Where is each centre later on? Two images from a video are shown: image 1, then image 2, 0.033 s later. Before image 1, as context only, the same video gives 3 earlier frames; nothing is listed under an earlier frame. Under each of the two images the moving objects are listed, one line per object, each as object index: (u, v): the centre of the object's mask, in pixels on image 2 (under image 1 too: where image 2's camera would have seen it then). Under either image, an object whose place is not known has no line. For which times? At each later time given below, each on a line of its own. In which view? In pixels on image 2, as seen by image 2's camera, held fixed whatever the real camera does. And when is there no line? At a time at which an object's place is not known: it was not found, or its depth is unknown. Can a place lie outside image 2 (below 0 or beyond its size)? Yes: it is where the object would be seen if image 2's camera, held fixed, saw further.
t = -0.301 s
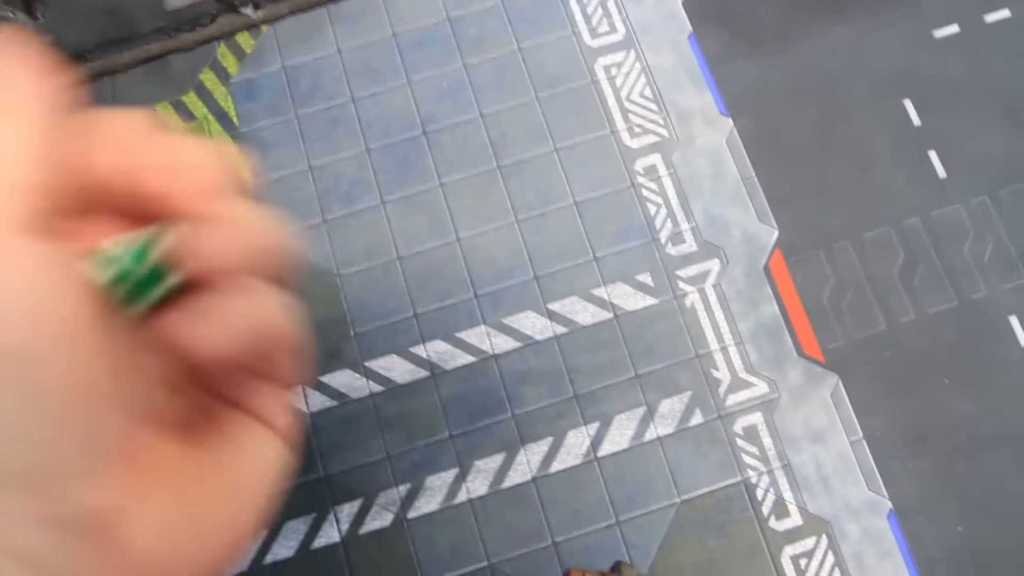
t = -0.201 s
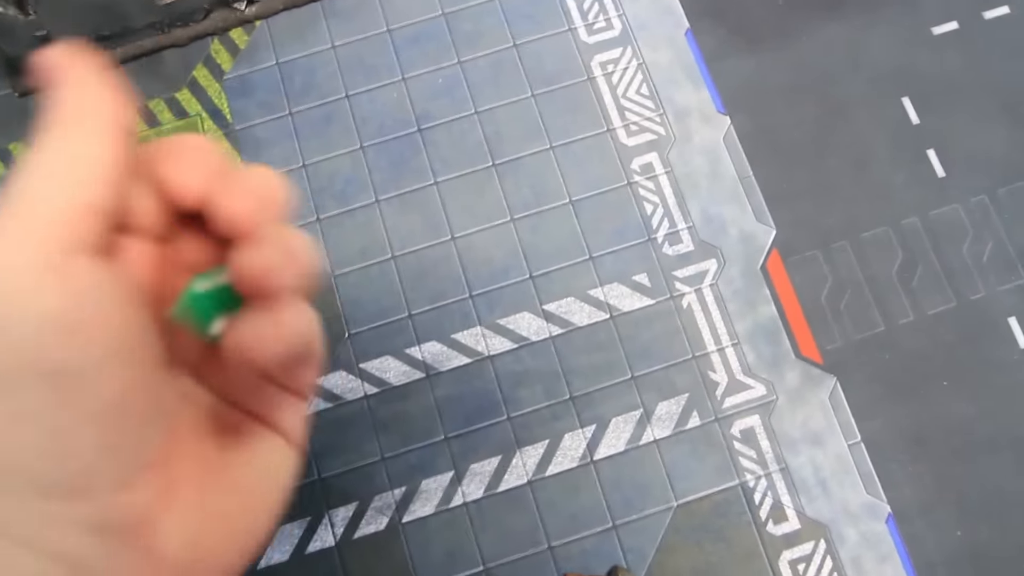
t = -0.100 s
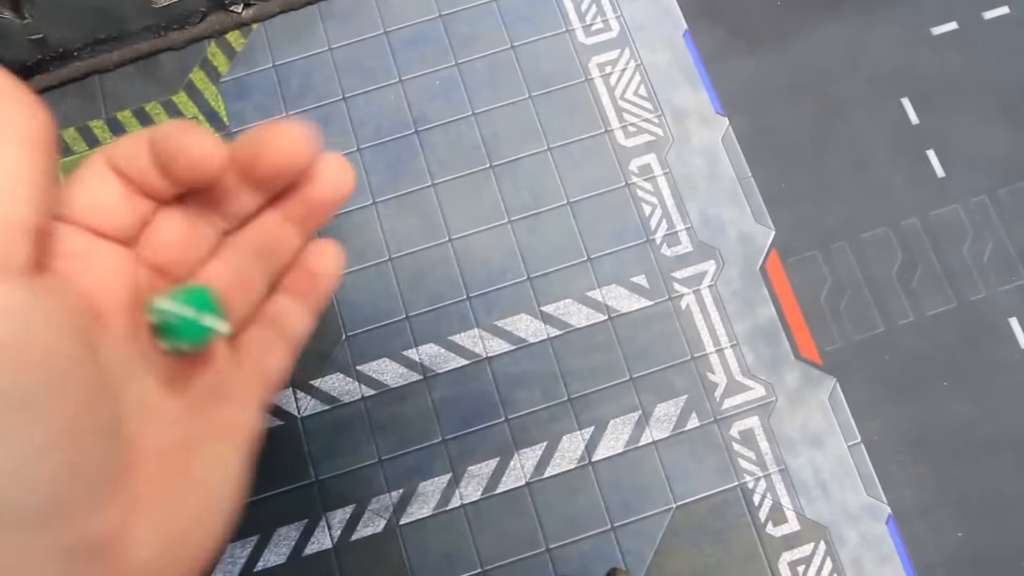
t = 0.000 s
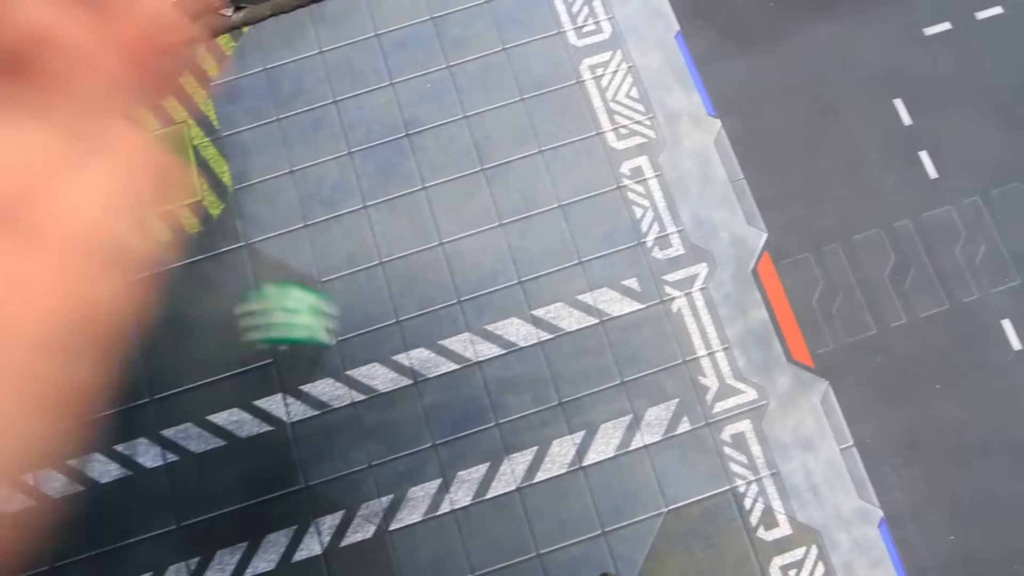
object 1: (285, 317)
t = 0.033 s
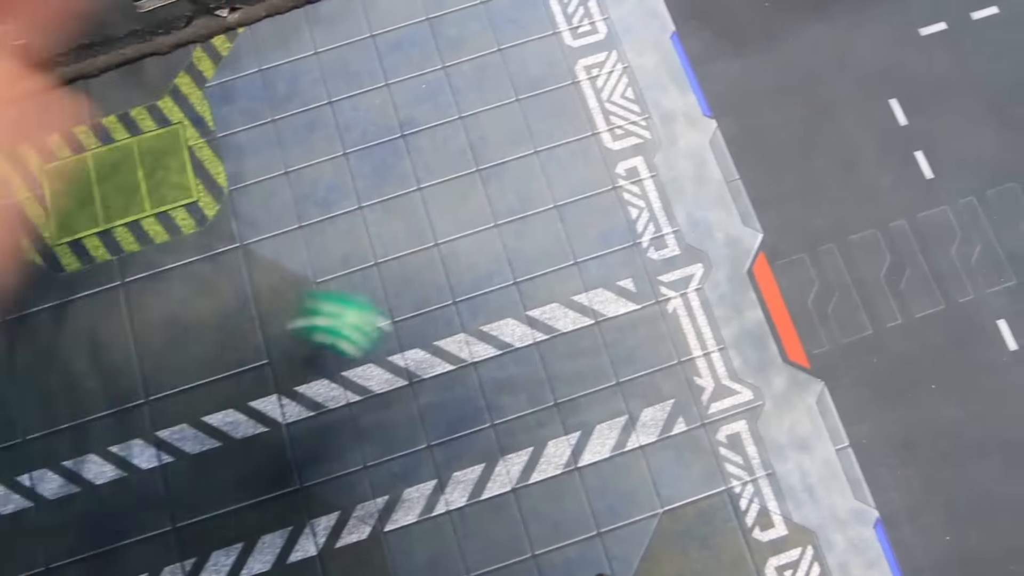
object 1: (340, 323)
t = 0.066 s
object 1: (391, 334)
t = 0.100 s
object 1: (417, 315)
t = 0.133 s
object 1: (434, 290)
